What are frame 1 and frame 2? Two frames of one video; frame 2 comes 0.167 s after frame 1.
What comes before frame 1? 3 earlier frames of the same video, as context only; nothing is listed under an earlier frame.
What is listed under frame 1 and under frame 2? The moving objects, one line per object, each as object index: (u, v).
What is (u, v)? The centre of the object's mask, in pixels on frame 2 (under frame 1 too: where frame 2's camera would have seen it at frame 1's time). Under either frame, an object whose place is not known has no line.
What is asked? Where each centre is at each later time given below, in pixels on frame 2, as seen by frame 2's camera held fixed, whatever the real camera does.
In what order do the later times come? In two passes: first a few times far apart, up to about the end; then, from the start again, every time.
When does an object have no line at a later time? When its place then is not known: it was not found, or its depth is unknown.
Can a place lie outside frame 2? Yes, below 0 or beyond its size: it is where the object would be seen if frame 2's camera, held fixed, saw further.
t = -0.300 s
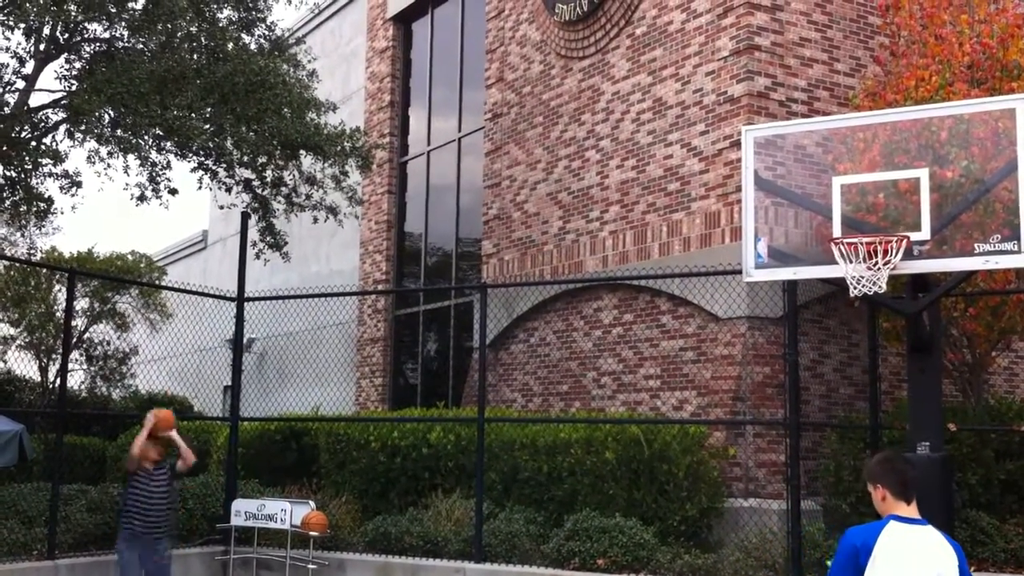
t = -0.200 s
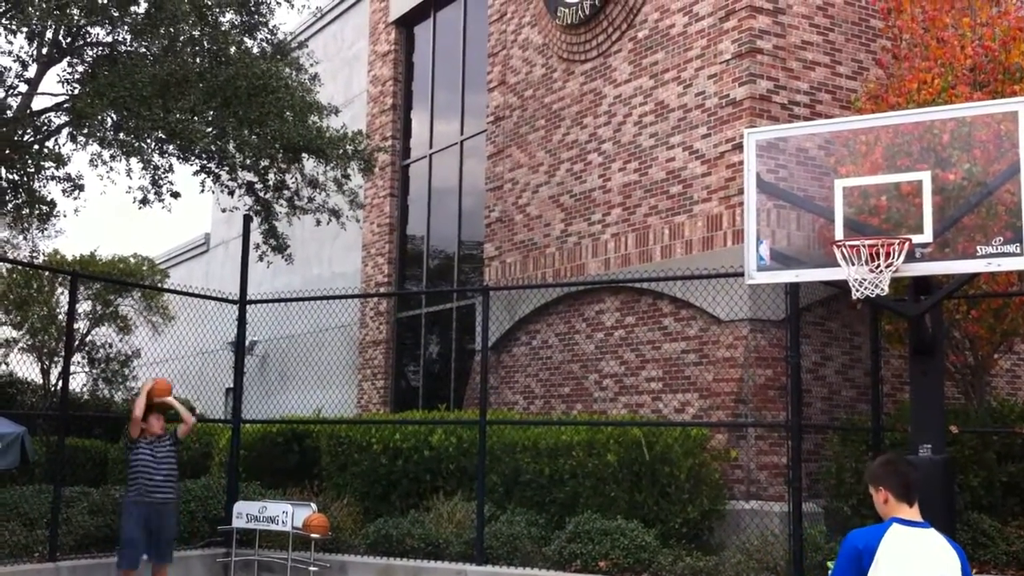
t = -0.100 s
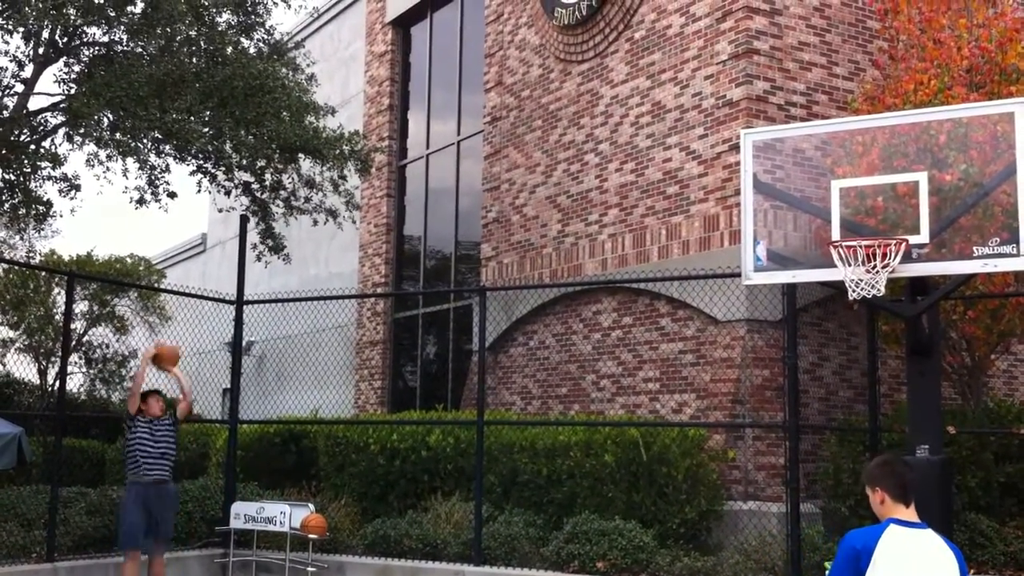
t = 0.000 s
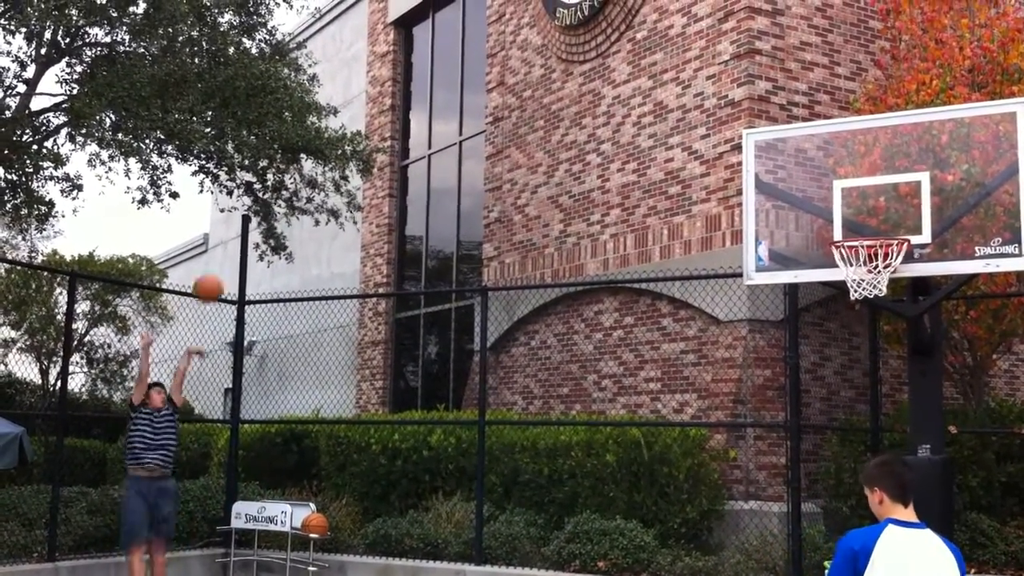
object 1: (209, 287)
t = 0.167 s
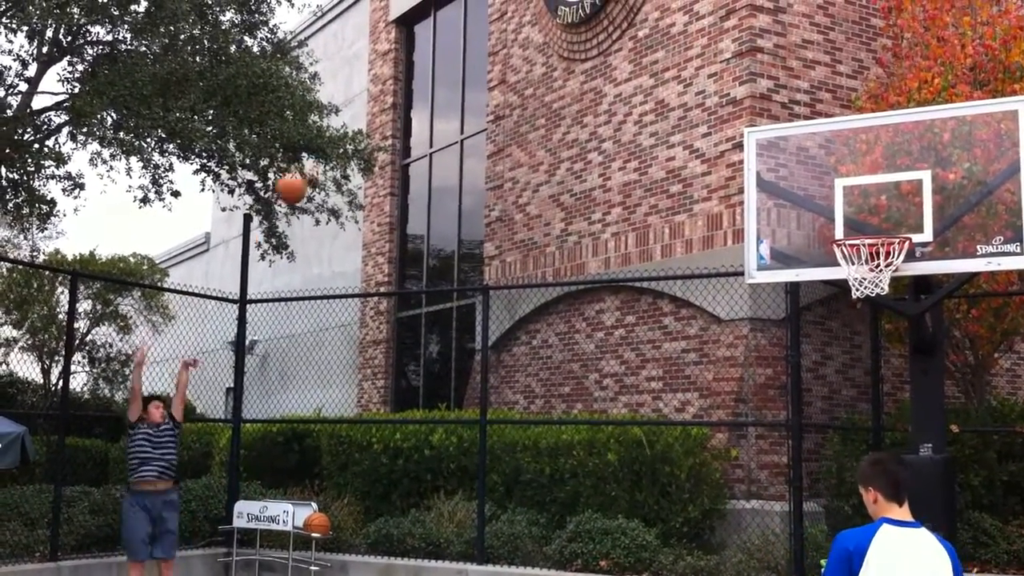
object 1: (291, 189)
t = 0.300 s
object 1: (355, 128)
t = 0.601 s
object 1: (520, 63)
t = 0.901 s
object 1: (714, 112)
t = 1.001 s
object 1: (789, 161)
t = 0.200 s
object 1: (306, 172)
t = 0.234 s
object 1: (324, 156)
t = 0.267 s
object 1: (341, 142)
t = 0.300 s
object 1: (355, 128)
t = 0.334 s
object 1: (376, 117)
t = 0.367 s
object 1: (393, 106)
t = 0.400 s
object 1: (410, 97)
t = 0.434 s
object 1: (429, 88)
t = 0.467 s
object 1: (446, 80)
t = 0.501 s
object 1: (463, 74)
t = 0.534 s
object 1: (483, 70)
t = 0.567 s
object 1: (503, 67)
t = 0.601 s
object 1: (520, 63)
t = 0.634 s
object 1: (540, 62)
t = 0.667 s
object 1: (562, 63)
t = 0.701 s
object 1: (581, 65)
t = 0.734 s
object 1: (602, 69)
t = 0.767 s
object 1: (625, 74)
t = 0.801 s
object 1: (645, 80)
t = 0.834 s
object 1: (667, 89)
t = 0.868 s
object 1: (691, 98)
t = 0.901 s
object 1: (714, 112)
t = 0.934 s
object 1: (739, 126)
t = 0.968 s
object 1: (764, 143)
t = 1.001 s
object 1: (789, 161)
